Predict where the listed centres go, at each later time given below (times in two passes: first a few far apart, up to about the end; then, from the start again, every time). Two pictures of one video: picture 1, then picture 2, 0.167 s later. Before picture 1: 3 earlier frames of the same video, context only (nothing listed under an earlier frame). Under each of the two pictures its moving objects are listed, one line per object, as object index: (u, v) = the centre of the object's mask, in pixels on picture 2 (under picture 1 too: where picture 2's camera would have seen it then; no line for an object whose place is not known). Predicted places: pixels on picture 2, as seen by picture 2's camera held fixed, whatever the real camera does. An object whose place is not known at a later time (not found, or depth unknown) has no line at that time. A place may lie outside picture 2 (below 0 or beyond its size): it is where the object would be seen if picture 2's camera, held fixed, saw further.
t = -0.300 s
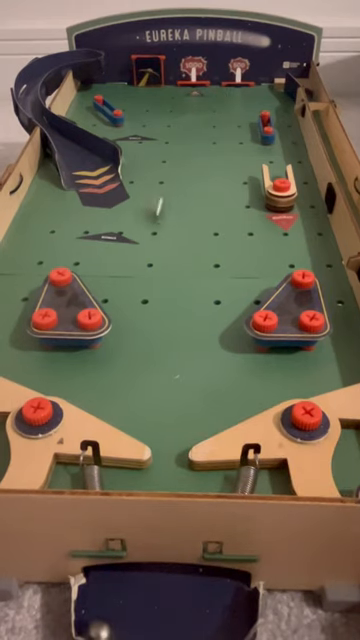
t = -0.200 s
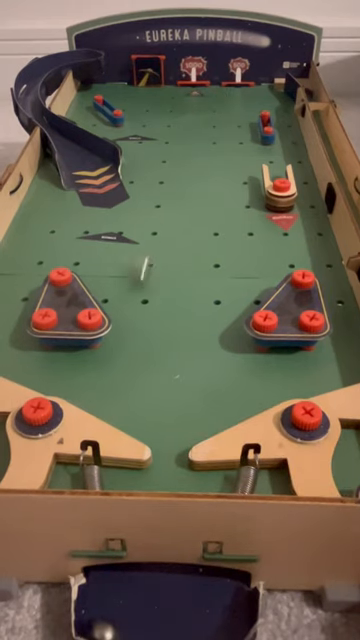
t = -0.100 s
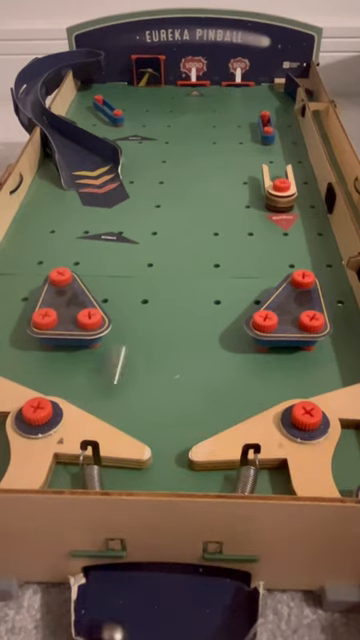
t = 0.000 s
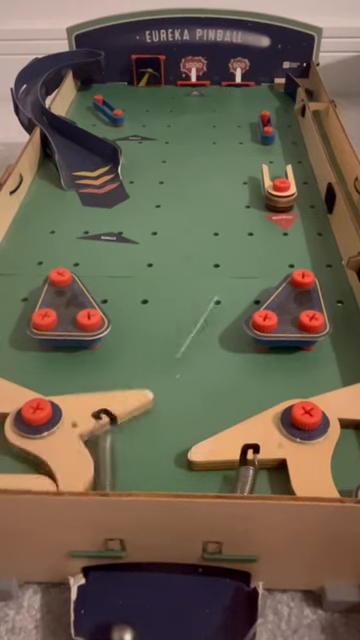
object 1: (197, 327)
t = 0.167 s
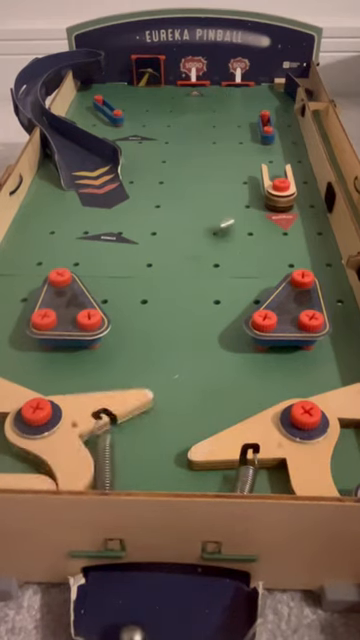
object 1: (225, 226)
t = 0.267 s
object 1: (184, 246)
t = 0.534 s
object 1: (153, 316)
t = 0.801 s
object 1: (259, 400)
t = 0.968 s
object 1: (207, 418)
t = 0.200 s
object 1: (210, 232)
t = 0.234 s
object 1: (198, 238)
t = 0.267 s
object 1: (184, 246)
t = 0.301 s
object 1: (171, 254)
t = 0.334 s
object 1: (157, 264)
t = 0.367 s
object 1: (141, 274)
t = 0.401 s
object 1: (125, 286)
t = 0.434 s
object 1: (108, 299)
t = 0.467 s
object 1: (110, 309)
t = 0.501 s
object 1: (130, 313)
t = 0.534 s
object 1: (153, 316)
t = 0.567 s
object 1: (178, 321)
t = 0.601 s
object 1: (202, 327)
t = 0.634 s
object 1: (227, 334)
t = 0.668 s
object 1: (243, 344)
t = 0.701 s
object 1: (246, 356)
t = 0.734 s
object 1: (252, 371)
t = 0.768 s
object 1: (259, 388)
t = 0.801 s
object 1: (259, 400)
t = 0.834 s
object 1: (247, 400)
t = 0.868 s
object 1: (236, 403)
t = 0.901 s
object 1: (227, 406)
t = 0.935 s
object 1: (216, 411)
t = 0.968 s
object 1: (207, 418)
